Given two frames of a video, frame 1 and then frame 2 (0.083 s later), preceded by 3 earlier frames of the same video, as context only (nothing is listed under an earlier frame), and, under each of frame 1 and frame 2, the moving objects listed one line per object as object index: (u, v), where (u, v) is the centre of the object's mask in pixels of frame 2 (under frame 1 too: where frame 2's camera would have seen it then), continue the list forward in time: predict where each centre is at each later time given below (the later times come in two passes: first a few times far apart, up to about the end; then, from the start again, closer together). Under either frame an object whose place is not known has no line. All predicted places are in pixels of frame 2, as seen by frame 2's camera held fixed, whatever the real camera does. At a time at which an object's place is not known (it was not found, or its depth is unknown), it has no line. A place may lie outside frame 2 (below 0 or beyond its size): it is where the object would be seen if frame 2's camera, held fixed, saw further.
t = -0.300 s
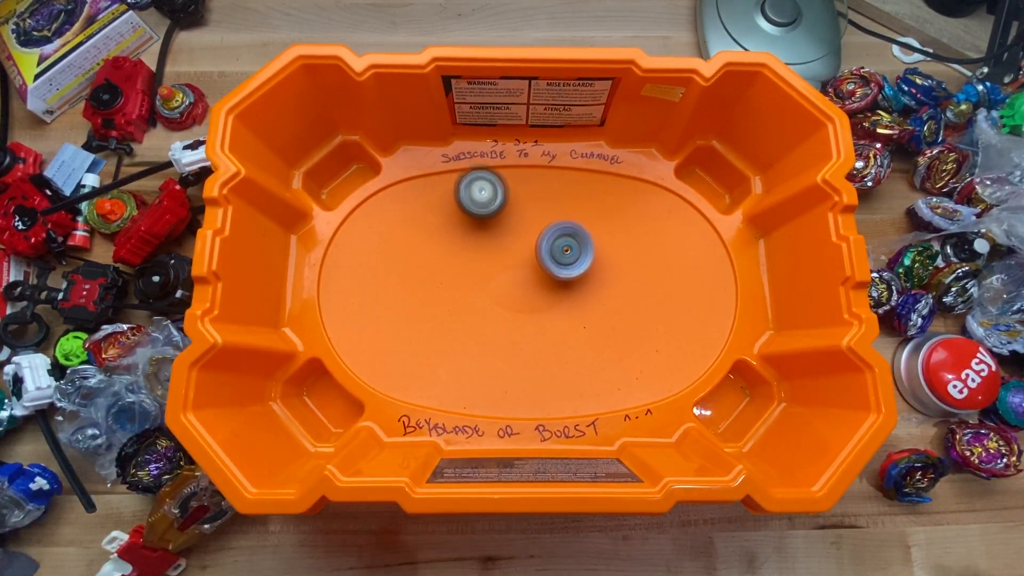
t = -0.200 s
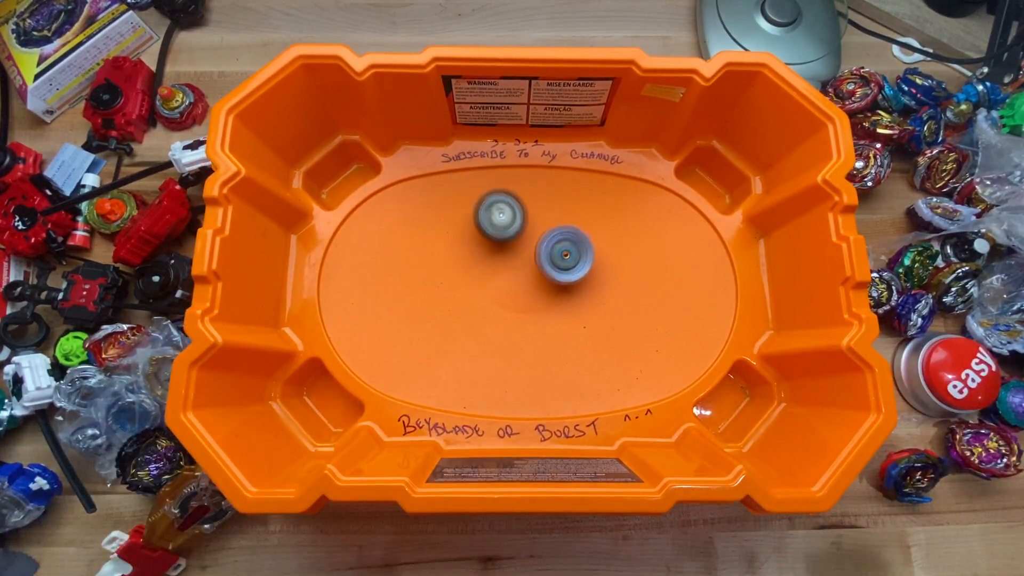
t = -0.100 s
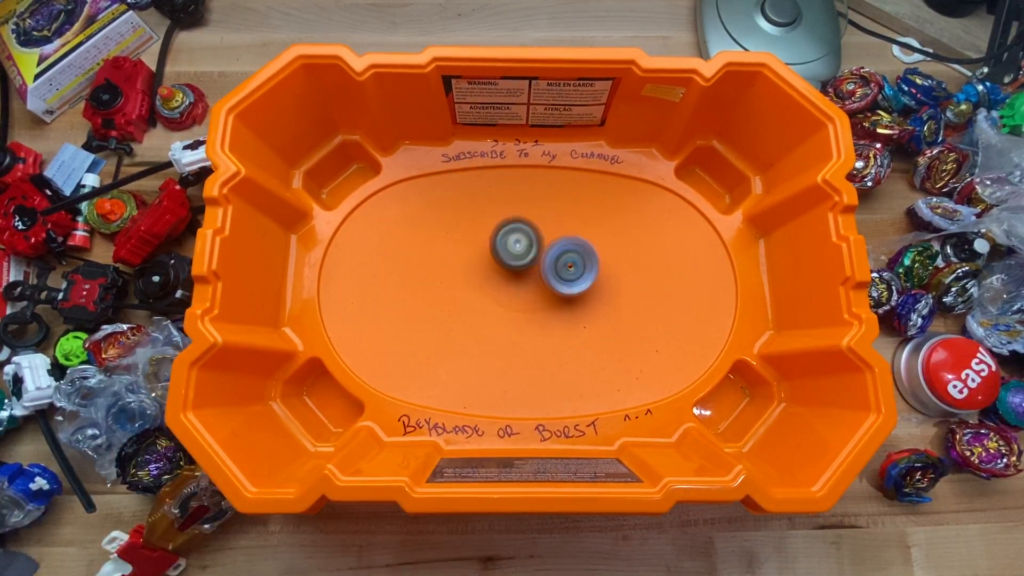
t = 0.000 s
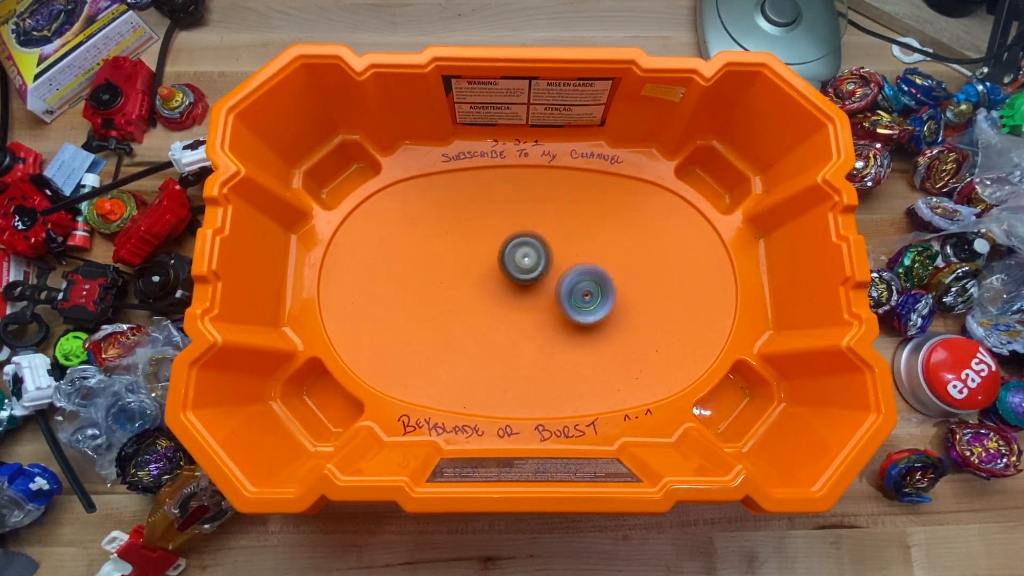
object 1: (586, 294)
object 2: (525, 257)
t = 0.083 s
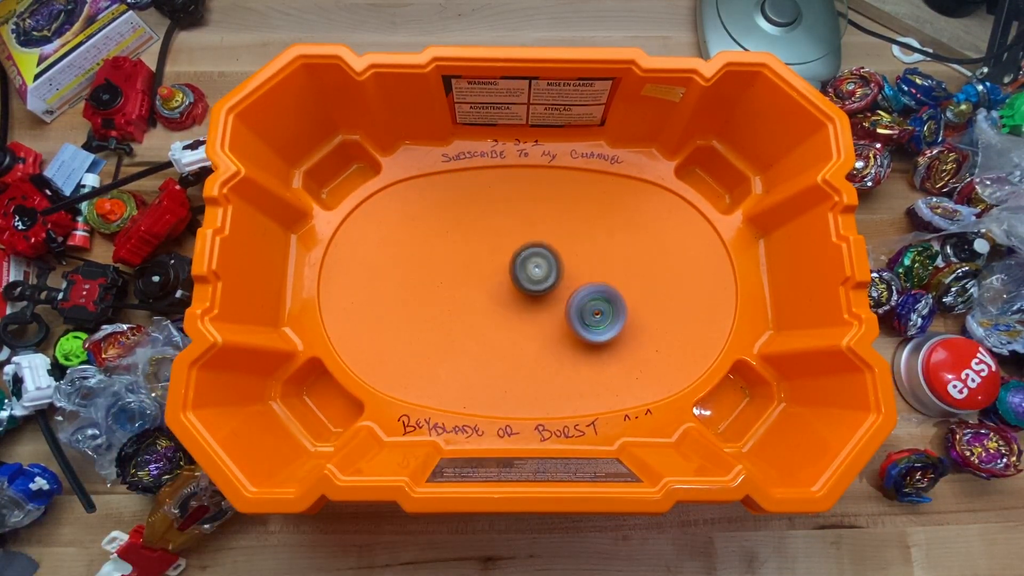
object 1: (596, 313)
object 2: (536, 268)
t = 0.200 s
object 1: (606, 327)
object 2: (559, 275)
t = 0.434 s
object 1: (610, 362)
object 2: (608, 215)
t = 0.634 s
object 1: (601, 365)
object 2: (602, 172)
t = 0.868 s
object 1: (573, 307)
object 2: (551, 248)
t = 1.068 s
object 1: (574, 413)
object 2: (510, 176)
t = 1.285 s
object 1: (575, 383)
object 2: (487, 223)
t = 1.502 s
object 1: (569, 276)
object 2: (519, 318)
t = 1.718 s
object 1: (551, 221)
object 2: (591, 360)
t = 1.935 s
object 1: (519, 264)
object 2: (654, 318)
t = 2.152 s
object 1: (492, 331)
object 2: (667, 250)
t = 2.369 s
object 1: (482, 375)
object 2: (610, 233)
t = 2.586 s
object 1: (491, 361)
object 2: (523, 285)
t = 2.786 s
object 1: (441, 398)
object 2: (552, 236)
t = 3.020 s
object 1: (452, 291)
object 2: (556, 242)
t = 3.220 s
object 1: (490, 208)
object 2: (533, 318)
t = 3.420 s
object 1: (529, 202)
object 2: (578, 367)
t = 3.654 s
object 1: (551, 288)
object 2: (662, 306)
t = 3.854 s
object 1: (537, 339)
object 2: (612, 199)
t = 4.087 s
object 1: (488, 326)
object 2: (449, 209)
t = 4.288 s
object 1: (453, 286)
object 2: (357, 333)
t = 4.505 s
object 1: (449, 254)
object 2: (473, 394)
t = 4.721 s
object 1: (472, 242)
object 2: (652, 283)
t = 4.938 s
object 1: (513, 250)
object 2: (668, 176)
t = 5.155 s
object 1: (481, 257)
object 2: (629, 287)
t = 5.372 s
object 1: (396, 269)
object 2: (698, 361)
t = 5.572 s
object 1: (406, 282)
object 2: (668, 332)
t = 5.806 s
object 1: (487, 292)
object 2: (563, 264)
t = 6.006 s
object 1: (516, 317)
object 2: (516, 227)
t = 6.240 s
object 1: (546, 327)
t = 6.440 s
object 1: (551, 314)
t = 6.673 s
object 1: (547, 278)
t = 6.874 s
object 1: (555, 254)
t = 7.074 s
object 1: (489, 212)
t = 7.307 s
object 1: (422, 254)
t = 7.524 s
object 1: (375, 329)
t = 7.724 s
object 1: (431, 380)
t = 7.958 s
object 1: (543, 319)
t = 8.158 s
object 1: (524, 238)
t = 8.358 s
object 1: (495, 209)
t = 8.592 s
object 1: (440, 254)
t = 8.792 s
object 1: (428, 334)
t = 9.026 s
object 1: (512, 376)
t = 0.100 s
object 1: (598, 315)
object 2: (538, 270)
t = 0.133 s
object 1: (601, 320)
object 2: (545, 272)
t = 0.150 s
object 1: (603, 322)
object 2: (548, 273)
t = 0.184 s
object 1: (605, 325)
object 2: (555, 275)
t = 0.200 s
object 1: (606, 327)
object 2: (559, 275)
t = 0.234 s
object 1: (608, 328)
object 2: (567, 275)
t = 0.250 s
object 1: (608, 329)
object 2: (572, 275)
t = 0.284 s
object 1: (608, 328)
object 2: (581, 274)
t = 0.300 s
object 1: (608, 327)
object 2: (585, 274)
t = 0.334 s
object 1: (609, 333)
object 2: (592, 264)
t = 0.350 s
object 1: (609, 340)
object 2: (595, 257)
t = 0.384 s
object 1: (610, 350)
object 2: (601, 239)
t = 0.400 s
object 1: (610, 354)
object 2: (604, 230)
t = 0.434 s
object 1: (610, 362)
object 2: (608, 215)
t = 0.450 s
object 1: (610, 365)
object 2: (609, 208)
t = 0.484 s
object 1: (609, 370)
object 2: (611, 194)
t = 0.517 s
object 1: (608, 372)
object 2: (612, 183)
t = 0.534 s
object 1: (607, 373)
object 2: (612, 177)
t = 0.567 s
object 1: (605, 372)
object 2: (611, 169)
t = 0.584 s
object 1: (604, 371)
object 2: (610, 168)
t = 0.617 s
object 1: (602, 367)
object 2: (605, 169)
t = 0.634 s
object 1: (601, 365)
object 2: (602, 172)
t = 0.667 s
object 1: (598, 358)
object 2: (596, 180)
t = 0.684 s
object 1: (596, 354)
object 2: (592, 185)
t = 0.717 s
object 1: (593, 346)
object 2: (585, 194)
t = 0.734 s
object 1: (590, 342)
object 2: (582, 200)
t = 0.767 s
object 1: (587, 331)
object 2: (574, 211)
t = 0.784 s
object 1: (585, 327)
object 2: (569, 217)
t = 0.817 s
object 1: (580, 317)
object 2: (562, 230)
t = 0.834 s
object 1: (578, 312)
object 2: (558, 237)
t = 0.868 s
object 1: (573, 307)
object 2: (551, 248)
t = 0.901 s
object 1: (573, 330)
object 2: (542, 228)
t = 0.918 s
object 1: (573, 340)
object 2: (537, 218)
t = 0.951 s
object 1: (572, 361)
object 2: (530, 202)
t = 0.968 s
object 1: (572, 371)
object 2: (527, 196)
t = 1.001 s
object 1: (573, 390)
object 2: (521, 186)
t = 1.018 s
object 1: (573, 398)
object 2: (518, 182)
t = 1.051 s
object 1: (574, 409)
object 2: (513, 177)
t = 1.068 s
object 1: (574, 413)
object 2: (510, 176)
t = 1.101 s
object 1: (573, 421)
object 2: (505, 176)
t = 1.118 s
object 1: (574, 422)
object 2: (502, 177)
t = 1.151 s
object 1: (574, 420)
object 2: (496, 182)
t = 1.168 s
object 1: (574, 418)
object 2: (494, 185)
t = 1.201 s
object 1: (575, 412)
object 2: (491, 193)
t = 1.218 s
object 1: (574, 408)
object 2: (489, 198)
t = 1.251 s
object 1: (575, 396)
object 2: (487, 209)
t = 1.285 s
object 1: (575, 383)
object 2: (487, 223)
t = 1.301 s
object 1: (575, 376)
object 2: (487, 230)
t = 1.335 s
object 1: (575, 359)
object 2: (490, 245)
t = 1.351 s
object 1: (575, 351)
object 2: (492, 253)
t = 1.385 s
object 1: (574, 334)
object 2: (496, 268)
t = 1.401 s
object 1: (574, 325)
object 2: (499, 276)
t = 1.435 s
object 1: (573, 308)
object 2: (505, 291)
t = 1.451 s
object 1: (572, 300)
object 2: (508, 298)
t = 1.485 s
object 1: (571, 284)
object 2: (516, 311)
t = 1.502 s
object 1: (569, 276)
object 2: (519, 318)
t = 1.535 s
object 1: (567, 262)
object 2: (529, 330)
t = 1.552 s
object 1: (566, 256)
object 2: (533, 335)
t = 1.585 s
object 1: (564, 245)
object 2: (544, 343)
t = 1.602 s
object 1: (562, 239)
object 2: (550, 347)
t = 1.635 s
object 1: (559, 231)
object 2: (561, 353)
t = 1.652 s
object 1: (558, 228)
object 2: (567, 356)
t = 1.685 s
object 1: (555, 222)
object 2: (579, 359)
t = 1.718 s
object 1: (551, 221)
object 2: (591, 360)
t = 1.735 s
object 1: (549, 220)
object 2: (597, 359)
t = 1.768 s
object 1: (545, 222)
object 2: (608, 357)
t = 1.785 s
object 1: (543, 224)
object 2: (614, 354)
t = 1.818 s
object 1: (538, 230)
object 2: (623, 349)
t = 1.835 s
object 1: (536, 234)
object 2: (629, 345)
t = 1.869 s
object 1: (530, 243)
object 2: (638, 338)
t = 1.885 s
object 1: (527, 248)
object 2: (643, 333)
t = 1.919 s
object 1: (522, 258)
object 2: (651, 324)
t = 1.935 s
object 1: (519, 264)
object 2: (654, 318)
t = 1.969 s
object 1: (514, 274)
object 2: (660, 308)
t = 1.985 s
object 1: (512, 280)
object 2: (663, 302)
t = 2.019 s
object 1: (508, 290)
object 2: (666, 291)
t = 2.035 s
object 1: (506, 295)
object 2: (668, 284)
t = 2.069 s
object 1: (501, 306)
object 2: (669, 275)
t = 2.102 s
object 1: (497, 316)
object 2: (670, 263)
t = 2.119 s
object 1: (496, 321)
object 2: (669, 259)
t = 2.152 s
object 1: (492, 331)
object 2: (667, 250)
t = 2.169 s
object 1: (491, 336)
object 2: (666, 247)
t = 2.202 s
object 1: (488, 345)
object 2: (661, 240)
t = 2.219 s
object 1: (487, 349)
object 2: (658, 238)
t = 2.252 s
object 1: (485, 357)
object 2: (650, 234)
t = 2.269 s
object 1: (484, 361)
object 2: (646, 232)
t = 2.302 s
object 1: (483, 367)
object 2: (635, 231)
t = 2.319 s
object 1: (482, 370)
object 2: (629, 230)
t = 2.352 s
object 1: (482, 374)
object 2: (617, 232)
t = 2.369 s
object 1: (482, 375)
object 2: (610, 233)
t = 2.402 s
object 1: (482, 378)
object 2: (596, 237)
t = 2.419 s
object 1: (483, 379)
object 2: (589, 240)
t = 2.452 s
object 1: (483, 378)
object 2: (574, 247)
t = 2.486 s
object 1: (485, 376)
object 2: (560, 255)
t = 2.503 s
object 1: (486, 375)
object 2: (553, 260)
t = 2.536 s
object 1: (487, 370)
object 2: (540, 270)
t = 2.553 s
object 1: (489, 367)
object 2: (534, 275)
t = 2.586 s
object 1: (491, 361)
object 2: (523, 285)
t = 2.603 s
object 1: (493, 357)
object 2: (518, 291)
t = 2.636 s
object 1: (487, 360)
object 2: (516, 291)
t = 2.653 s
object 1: (480, 369)
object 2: (520, 284)
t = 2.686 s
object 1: (467, 384)
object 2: (528, 269)
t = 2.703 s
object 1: (461, 391)
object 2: (533, 262)
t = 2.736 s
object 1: (450, 401)
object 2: (541, 251)
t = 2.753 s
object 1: (447, 400)
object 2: (545, 245)
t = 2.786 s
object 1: (441, 398)
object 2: (552, 236)
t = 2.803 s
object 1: (439, 395)
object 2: (555, 232)
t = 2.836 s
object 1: (437, 382)
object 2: (560, 227)
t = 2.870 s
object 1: (437, 367)
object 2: (564, 224)
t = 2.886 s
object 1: (438, 359)
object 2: (565, 224)
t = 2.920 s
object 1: (440, 343)
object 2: (566, 225)
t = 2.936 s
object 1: (441, 334)
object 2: (565, 226)
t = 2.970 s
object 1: (444, 317)
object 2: (563, 231)
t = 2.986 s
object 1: (447, 308)
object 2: (561, 234)
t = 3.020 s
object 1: (452, 291)
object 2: (556, 242)
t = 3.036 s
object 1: (455, 282)
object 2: (552, 246)
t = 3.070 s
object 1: (461, 266)
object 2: (545, 257)
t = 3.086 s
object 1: (464, 258)
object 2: (542, 265)
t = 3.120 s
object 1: (470, 243)
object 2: (536, 277)
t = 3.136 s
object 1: (473, 236)
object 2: (534, 284)
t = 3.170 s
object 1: (480, 224)
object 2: (532, 297)
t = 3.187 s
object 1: (483, 218)
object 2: (532, 305)
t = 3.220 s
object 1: (490, 208)
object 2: (533, 318)
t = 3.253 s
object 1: (497, 201)
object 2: (536, 332)
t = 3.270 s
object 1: (500, 198)
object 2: (538, 337)
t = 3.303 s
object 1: (507, 194)
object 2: (544, 347)
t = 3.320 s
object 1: (511, 193)
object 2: (548, 352)
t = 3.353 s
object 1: (517, 193)
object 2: (557, 359)
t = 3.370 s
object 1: (521, 194)
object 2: (561, 362)
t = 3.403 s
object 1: (527, 199)
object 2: (572, 366)
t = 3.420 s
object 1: (529, 202)
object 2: (578, 367)
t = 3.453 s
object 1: (535, 210)
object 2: (590, 367)
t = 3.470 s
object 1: (537, 215)
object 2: (596, 366)
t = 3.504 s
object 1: (542, 227)
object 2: (609, 362)
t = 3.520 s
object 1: (543, 233)
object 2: (615, 359)
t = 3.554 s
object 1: (546, 247)
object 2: (629, 350)
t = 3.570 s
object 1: (547, 254)
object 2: (636, 344)
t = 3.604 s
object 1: (549, 268)
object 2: (649, 332)
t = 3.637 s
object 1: (551, 281)
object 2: (658, 315)
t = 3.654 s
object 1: (551, 288)
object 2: (662, 306)
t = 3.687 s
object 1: (551, 300)
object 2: (664, 287)
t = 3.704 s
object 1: (551, 306)
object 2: (663, 277)
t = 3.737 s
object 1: (550, 316)
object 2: (658, 257)
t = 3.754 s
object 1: (549, 321)
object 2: (655, 247)
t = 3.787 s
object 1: (546, 329)
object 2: (644, 229)
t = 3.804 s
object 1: (544, 332)
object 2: (637, 220)
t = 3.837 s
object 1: (539, 337)
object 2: (621, 205)
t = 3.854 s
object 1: (537, 339)
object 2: (612, 199)
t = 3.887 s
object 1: (531, 341)
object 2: (593, 190)
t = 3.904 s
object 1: (527, 341)
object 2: (583, 187)
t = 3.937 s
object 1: (520, 341)
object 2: (559, 183)
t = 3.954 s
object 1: (516, 341)
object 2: (547, 183)
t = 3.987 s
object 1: (510, 339)
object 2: (523, 184)
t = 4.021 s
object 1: (502, 336)
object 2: (498, 189)
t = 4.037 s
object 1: (499, 334)
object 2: (485, 193)
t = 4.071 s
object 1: (491, 329)
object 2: (461, 203)
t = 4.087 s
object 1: (488, 326)
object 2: (449, 209)
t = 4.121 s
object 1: (480, 320)
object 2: (427, 225)
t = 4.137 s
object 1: (477, 317)
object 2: (417, 233)
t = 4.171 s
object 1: (470, 311)
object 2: (397, 253)
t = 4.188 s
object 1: (467, 308)
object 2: (388, 263)
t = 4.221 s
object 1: (462, 301)
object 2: (374, 285)
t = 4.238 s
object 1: (460, 297)
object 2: (368, 297)
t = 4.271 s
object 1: (455, 290)
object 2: (359, 321)
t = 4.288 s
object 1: (453, 286)
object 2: (357, 333)
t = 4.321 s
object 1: (449, 281)
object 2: (356, 358)
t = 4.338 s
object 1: (449, 278)
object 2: (357, 370)
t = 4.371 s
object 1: (448, 272)
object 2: (366, 388)
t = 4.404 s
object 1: (447, 266)
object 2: (381, 405)
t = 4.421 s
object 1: (447, 264)
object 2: (395, 404)
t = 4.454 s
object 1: (447, 260)
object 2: (426, 403)
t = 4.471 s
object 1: (448, 258)
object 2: (441, 401)
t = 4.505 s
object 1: (449, 254)
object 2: (473, 394)
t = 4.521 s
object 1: (450, 252)
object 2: (489, 390)
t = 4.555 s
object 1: (453, 249)
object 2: (523, 380)
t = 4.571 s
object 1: (454, 248)
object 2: (538, 373)
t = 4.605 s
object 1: (457, 246)
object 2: (568, 358)
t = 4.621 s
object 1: (459, 245)
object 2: (583, 349)
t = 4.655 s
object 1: (463, 243)
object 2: (610, 329)
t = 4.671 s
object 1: (465, 243)
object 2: (622, 318)
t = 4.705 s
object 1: (470, 242)
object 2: (643, 295)
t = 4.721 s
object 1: (472, 242)
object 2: (652, 283)
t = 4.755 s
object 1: (478, 242)
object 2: (668, 258)
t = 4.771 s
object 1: (481, 242)
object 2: (674, 247)
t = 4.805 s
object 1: (487, 243)
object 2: (683, 221)
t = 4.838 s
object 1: (493, 244)
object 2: (688, 197)
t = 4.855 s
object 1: (497, 245)
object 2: (688, 187)
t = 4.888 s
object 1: (503, 247)
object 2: (684, 169)
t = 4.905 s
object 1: (506, 248)
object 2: (681, 163)
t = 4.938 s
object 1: (513, 250)
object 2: (668, 176)
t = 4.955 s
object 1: (516, 251)
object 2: (660, 186)
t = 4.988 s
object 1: (522, 254)
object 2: (643, 202)
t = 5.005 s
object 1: (525, 255)
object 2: (633, 208)
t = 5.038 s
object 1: (531, 258)
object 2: (613, 226)
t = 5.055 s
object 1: (535, 258)
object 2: (603, 234)
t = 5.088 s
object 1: (528, 259)
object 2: (599, 250)
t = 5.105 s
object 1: (516, 258)
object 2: (608, 259)
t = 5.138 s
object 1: (493, 258)
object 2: (622, 278)
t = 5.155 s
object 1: (481, 257)
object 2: (629, 287)
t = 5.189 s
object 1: (462, 256)
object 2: (643, 304)
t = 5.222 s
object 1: (445, 257)
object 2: (654, 318)
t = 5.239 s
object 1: (436, 257)
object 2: (660, 324)
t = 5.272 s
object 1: (422, 258)
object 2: (672, 337)
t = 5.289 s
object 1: (416, 259)
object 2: (677, 341)
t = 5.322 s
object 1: (406, 263)
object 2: (686, 351)
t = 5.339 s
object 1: (402, 265)
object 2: (691, 355)
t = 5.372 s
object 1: (396, 269)
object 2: (698, 361)
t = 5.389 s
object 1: (393, 271)
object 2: (701, 363)
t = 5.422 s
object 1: (390, 274)
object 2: (705, 365)
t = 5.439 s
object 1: (389, 276)
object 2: (705, 364)
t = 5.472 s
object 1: (390, 278)
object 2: (700, 362)
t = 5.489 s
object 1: (391, 278)
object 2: (696, 358)
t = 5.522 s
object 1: (395, 280)
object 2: (686, 348)
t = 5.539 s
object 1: (398, 281)
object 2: (681, 342)
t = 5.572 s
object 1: (406, 282)
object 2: (668, 332)
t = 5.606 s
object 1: (416, 283)
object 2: (655, 321)
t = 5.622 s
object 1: (421, 284)
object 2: (647, 317)
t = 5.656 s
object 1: (433, 286)
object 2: (633, 305)
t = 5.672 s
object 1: (438, 286)
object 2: (626, 299)
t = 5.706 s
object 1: (450, 288)
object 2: (610, 289)
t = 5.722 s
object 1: (457, 289)
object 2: (602, 284)
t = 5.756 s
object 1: (469, 290)
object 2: (586, 275)
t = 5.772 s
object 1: (475, 291)
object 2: (578, 272)
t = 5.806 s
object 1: (487, 292)
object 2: (563, 264)
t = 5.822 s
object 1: (494, 293)
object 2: (555, 261)
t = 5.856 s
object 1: (503, 294)
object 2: (542, 256)
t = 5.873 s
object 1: (505, 297)
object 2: (538, 251)
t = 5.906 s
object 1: (507, 304)
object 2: (533, 242)
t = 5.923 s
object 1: (508, 306)
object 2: (531, 238)
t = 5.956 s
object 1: (511, 312)
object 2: (525, 232)
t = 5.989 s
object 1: (514, 316)
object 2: (519, 227)
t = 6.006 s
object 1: (516, 317)
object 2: (516, 227)
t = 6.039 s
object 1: (520, 320)
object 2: (511, 227)
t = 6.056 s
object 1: (522, 321)
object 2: (508, 228)
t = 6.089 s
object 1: (527, 323)
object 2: (502, 233)
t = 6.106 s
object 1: (530, 324)
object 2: (499, 235)
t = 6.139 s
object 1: (535, 326)
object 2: (491, 245)
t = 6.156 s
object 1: (537, 327)
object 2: (489, 249)
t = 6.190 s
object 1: (541, 327)
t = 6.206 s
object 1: (543, 327)
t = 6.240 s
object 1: (546, 327)
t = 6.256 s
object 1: (547, 326)
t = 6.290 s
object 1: (549, 325)
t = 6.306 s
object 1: (550, 325)
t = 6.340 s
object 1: (552, 323)
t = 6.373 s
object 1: (552, 321)
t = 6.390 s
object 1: (553, 319)
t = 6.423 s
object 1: (552, 316)
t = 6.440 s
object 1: (551, 314)
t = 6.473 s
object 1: (550, 310)
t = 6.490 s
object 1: (550, 308)
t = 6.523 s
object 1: (548, 303)
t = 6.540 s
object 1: (548, 300)
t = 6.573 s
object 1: (547, 294)
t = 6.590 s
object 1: (547, 291)
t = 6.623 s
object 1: (547, 286)
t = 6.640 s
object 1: (547, 283)
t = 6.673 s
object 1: (547, 278)
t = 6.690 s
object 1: (548, 276)
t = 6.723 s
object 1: (549, 272)
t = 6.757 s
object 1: (551, 267)
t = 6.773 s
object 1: (552, 266)
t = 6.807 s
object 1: (554, 262)
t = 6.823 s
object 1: (554, 261)
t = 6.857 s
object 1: (556, 257)
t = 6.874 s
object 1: (555, 254)
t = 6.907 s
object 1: (546, 242)
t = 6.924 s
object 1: (540, 237)
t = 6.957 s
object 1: (529, 228)
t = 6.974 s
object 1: (524, 224)
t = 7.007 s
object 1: (512, 218)
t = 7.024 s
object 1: (507, 216)
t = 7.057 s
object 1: (495, 212)
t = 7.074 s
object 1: (489, 212)
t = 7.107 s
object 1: (478, 211)
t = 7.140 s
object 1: (467, 214)
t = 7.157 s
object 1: (462, 216)
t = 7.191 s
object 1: (452, 221)
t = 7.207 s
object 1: (447, 225)
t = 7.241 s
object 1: (439, 234)
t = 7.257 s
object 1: (435, 239)
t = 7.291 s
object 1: (429, 250)
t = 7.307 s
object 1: (422, 254)
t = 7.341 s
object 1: (408, 264)
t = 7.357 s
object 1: (402, 269)
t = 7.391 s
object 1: (392, 280)
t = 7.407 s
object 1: (388, 287)
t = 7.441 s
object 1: (381, 298)
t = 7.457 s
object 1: (379, 304)
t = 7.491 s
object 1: (376, 317)
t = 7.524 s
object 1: (375, 329)
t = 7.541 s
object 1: (376, 336)
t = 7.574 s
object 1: (380, 346)
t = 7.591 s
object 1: (384, 352)
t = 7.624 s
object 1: (392, 362)
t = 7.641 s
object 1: (397, 367)
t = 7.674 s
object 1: (408, 374)
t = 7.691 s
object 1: (416, 377)
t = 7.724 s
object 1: (431, 380)
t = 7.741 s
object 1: (439, 379)
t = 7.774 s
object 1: (458, 378)
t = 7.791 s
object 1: (465, 375)
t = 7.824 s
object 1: (482, 369)
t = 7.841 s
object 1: (492, 365)
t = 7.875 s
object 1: (507, 354)
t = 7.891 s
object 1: (515, 348)
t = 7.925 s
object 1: (530, 335)
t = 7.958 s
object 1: (543, 319)
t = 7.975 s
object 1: (550, 312)
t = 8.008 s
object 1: (546, 296)
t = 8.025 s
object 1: (543, 291)
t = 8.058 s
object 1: (538, 277)
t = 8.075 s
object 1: (537, 268)
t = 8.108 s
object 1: (532, 253)
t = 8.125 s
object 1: (530, 248)
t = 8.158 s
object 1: (524, 238)
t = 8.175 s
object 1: (522, 236)
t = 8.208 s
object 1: (516, 224)
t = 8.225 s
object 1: (514, 219)
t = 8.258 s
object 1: (509, 211)
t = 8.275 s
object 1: (507, 208)
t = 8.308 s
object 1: (502, 206)
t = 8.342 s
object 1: (497, 209)
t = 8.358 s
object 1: (495, 209)
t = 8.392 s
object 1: (492, 209)
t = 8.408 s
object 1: (490, 211)
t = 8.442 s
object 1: (487, 218)
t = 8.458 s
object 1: (483, 220)
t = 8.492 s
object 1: (470, 226)
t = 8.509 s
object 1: (465, 229)
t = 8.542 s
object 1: (454, 241)
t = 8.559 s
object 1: (448, 246)
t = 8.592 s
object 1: (440, 254)
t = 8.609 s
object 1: (437, 259)
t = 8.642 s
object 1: (430, 272)
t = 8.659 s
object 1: (428, 280)
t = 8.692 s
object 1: (425, 292)
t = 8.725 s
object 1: (424, 304)
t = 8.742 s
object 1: (425, 311)
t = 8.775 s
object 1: (427, 326)
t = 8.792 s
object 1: (428, 334)
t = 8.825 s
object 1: (435, 344)
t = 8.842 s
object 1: (439, 349)
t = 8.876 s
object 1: (448, 360)
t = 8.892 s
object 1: (453, 363)
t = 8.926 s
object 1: (465, 370)
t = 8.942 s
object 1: (471, 372)
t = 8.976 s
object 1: (487, 375)
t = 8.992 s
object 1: (495, 377)
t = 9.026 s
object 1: (512, 376)
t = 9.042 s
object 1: (520, 375)
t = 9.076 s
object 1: (538, 370)
